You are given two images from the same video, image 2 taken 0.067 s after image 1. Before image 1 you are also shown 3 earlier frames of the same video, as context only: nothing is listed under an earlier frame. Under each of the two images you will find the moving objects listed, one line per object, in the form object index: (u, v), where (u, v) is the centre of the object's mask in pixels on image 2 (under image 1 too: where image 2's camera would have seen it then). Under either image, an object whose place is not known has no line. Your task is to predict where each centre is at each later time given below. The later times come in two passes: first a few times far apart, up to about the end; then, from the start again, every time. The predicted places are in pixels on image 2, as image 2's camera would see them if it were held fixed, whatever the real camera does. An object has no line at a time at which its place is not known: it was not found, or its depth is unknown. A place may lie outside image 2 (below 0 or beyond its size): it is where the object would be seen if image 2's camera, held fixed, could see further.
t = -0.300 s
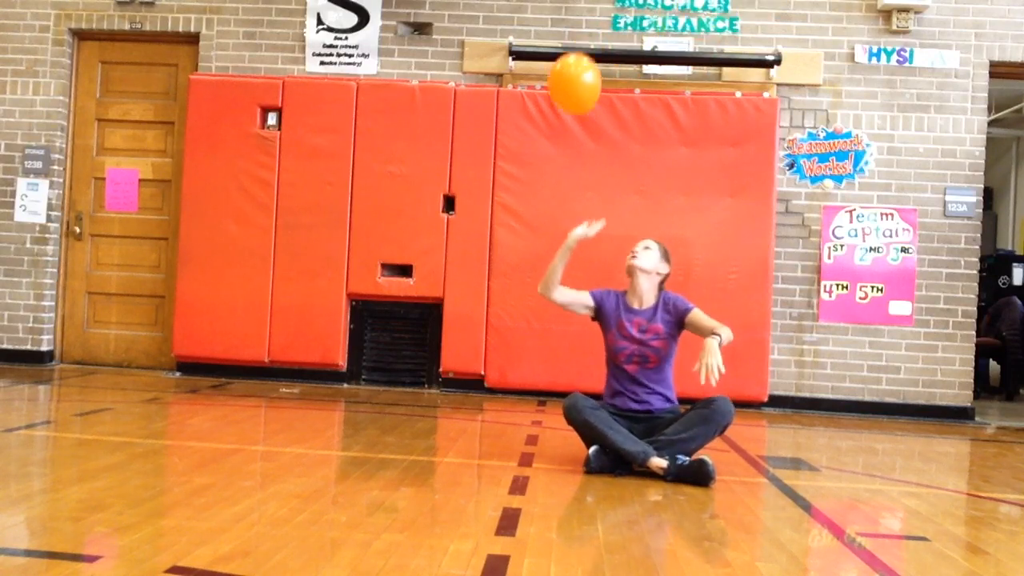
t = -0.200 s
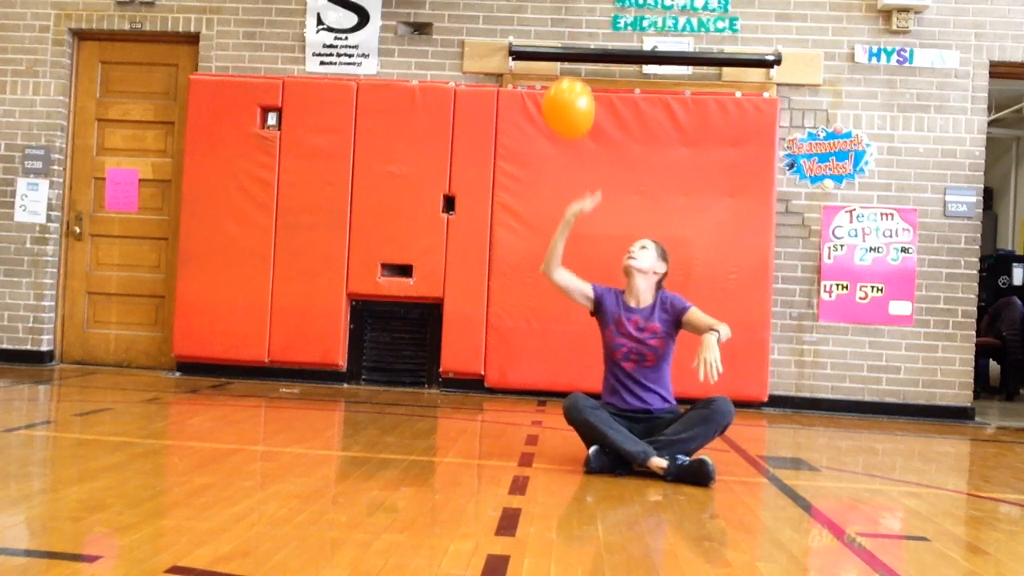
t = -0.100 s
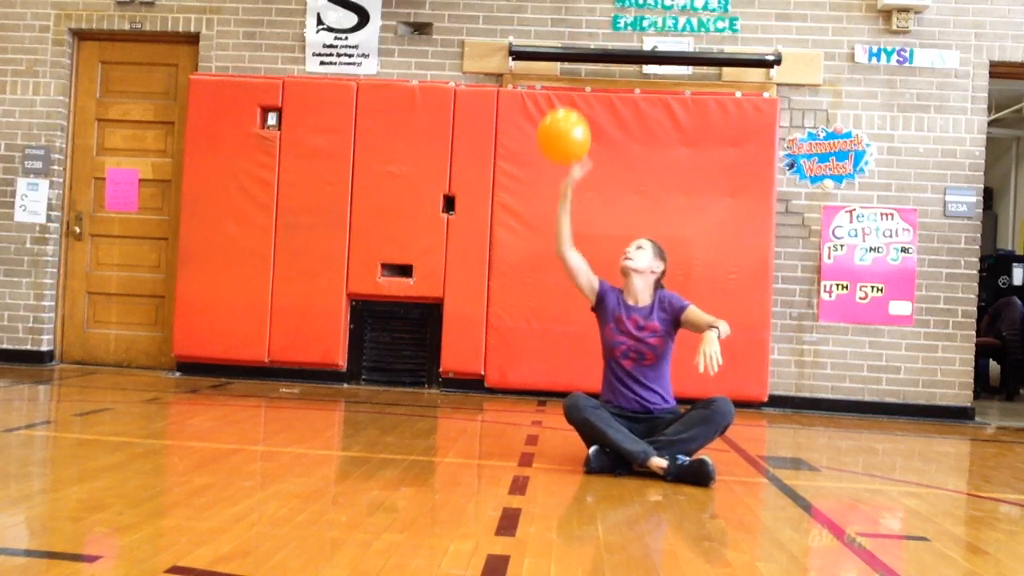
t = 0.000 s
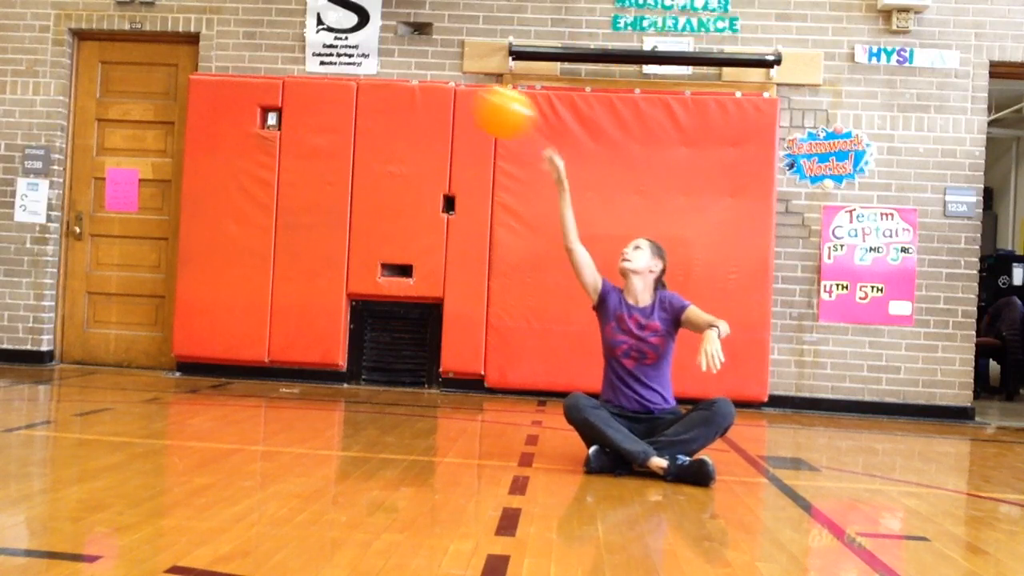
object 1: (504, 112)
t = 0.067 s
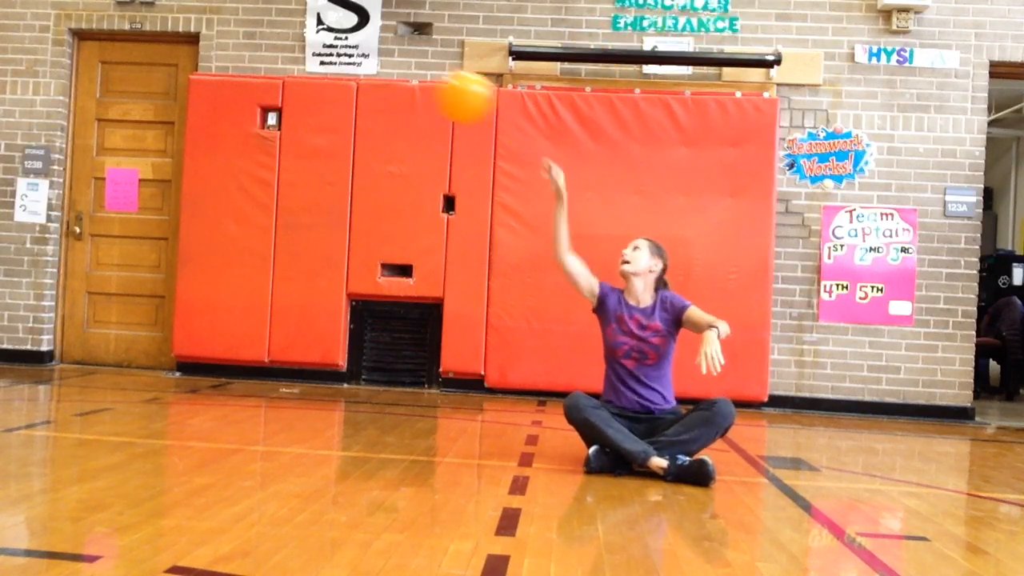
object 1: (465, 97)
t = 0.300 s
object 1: (376, 72)
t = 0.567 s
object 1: (317, 87)
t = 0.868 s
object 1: (290, 157)
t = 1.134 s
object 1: (282, 240)
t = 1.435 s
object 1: (270, 345)
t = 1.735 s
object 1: (262, 363)
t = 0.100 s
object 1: (448, 90)
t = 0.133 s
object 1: (433, 86)
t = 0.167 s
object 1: (419, 81)
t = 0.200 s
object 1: (406, 78)
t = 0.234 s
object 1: (396, 76)
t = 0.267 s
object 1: (384, 73)
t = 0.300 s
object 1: (376, 72)
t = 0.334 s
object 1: (367, 71)
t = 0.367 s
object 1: (358, 71)
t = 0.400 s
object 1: (350, 72)
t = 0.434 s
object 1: (342, 73)
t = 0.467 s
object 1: (336, 75)
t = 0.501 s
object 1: (329, 78)
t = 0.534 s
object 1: (322, 82)
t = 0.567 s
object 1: (317, 87)
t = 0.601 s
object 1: (311, 93)
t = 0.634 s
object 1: (307, 99)
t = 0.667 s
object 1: (303, 106)
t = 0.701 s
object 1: (300, 113)
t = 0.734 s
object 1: (297, 121)
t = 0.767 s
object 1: (294, 129)
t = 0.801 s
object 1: (293, 138)
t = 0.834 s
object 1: (291, 147)
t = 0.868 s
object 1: (290, 157)
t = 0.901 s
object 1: (289, 166)
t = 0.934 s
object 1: (287, 176)
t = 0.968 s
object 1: (287, 186)
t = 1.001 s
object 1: (286, 197)
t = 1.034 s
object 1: (285, 207)
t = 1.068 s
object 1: (284, 218)
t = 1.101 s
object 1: (283, 229)
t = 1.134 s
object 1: (282, 240)
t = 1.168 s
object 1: (281, 250)
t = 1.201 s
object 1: (280, 261)
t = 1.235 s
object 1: (278, 273)
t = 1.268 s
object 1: (276, 284)
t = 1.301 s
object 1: (275, 295)
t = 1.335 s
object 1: (274, 307)
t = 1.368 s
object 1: (272, 319)
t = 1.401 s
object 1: (271, 332)
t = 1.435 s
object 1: (270, 345)
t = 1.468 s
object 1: (269, 358)
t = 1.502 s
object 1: (268, 370)
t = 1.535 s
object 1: (268, 383)
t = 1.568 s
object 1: (267, 396)
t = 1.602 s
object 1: (267, 397)
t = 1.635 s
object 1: (266, 386)
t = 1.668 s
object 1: (265, 378)
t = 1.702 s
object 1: (263, 370)
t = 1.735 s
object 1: (262, 363)
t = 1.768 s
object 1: (261, 356)
